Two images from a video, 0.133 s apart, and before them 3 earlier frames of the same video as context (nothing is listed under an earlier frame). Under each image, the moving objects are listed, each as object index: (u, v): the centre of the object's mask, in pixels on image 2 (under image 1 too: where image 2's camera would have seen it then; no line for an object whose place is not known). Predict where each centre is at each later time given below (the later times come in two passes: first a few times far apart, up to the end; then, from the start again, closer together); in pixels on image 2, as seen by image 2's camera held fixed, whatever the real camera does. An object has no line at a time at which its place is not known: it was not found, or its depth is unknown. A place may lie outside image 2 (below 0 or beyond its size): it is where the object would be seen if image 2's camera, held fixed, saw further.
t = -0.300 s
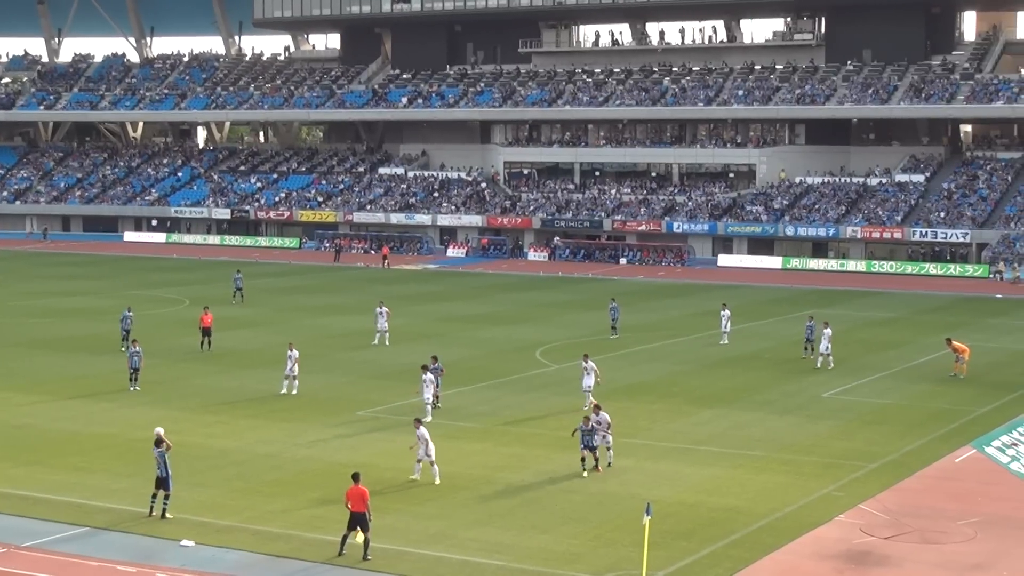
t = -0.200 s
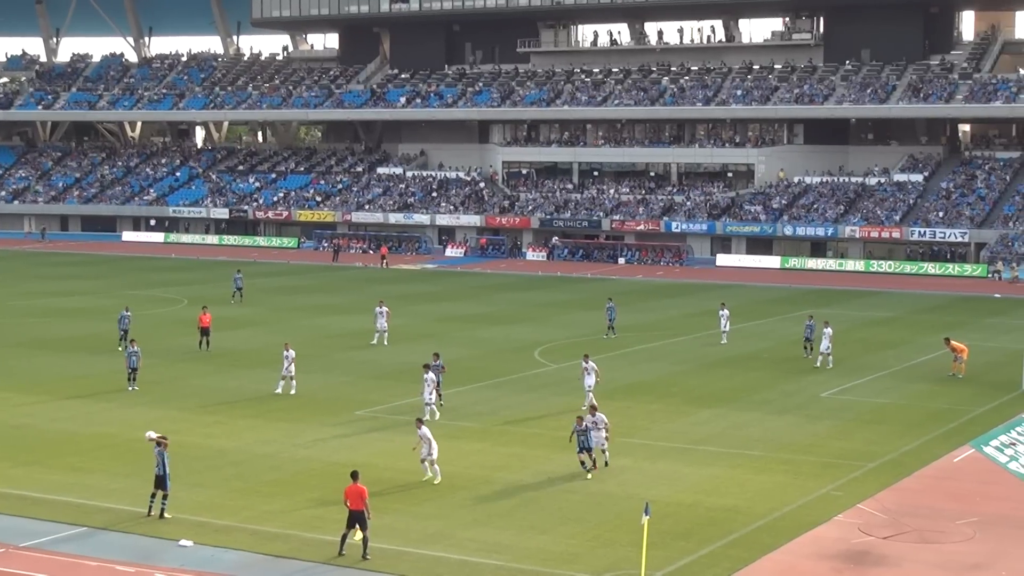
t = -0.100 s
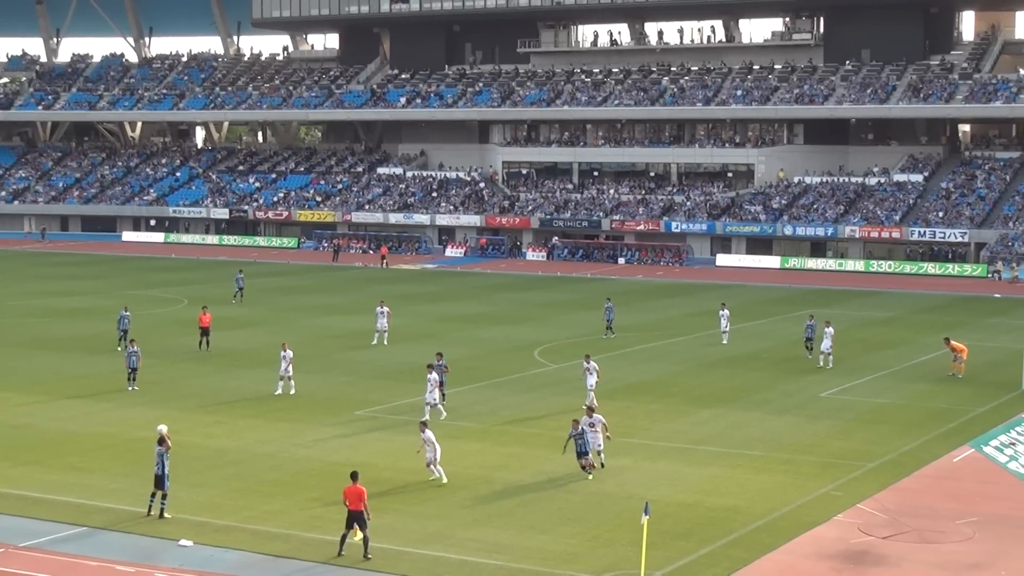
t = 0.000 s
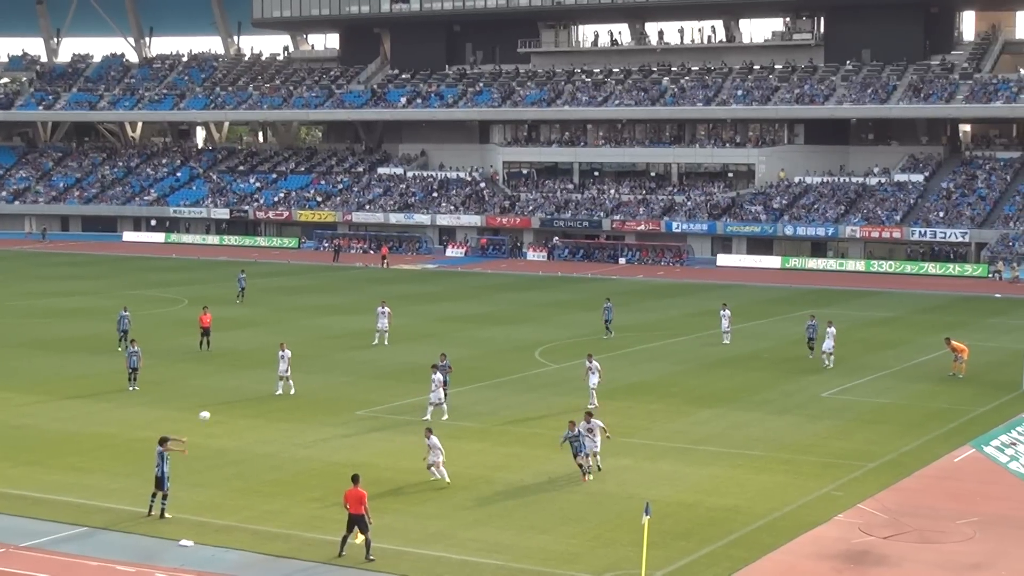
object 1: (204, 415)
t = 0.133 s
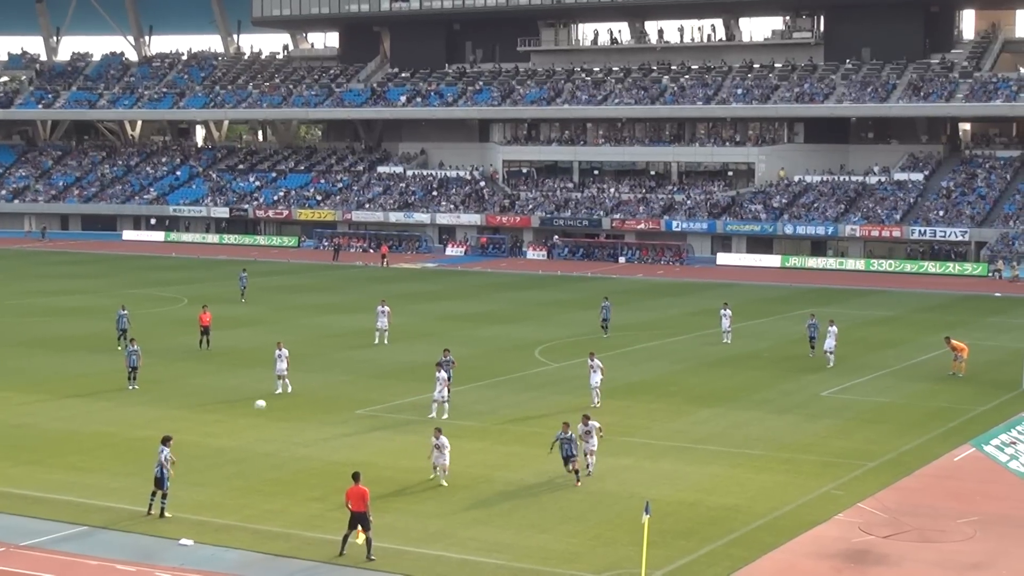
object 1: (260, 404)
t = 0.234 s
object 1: (301, 401)
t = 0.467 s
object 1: (393, 414)
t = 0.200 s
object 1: (287, 402)
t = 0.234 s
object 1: (301, 401)
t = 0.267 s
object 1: (315, 402)
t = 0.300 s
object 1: (328, 402)
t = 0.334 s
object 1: (341, 404)
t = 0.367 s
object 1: (354, 406)
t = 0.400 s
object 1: (367, 408)
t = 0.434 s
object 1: (381, 411)
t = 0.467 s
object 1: (393, 414)
